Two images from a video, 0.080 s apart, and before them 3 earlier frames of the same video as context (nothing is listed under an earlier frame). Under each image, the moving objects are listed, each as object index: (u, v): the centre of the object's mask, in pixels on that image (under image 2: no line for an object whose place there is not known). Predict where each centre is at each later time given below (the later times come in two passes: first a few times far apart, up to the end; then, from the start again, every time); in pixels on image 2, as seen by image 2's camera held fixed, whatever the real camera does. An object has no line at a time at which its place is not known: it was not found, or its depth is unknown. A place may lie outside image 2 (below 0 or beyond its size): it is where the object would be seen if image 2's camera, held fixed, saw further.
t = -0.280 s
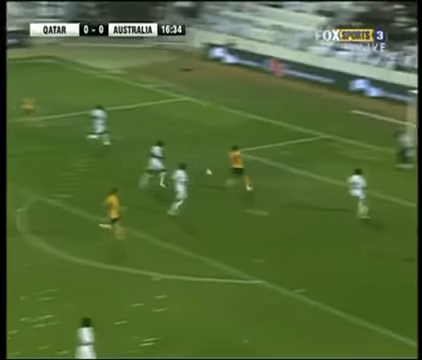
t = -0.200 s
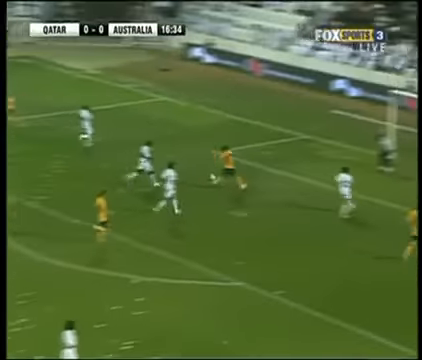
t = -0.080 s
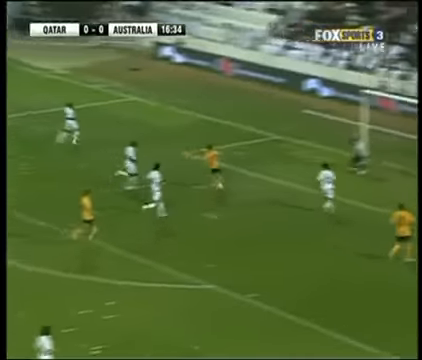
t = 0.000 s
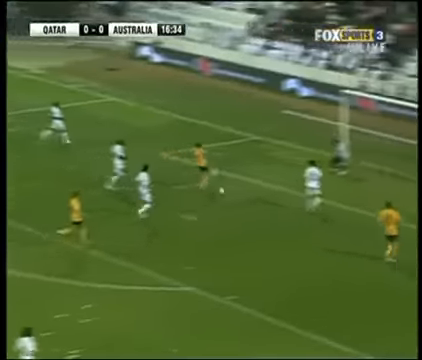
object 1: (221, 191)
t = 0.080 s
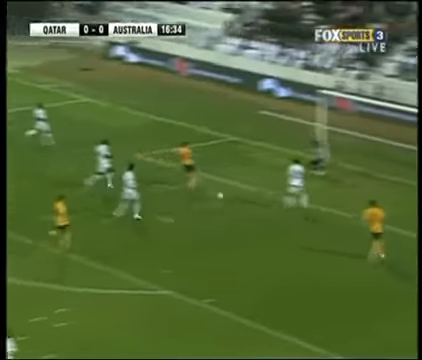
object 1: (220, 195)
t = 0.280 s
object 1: (270, 204)
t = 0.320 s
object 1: (279, 206)
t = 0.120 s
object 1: (230, 198)
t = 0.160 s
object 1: (241, 200)
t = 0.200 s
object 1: (251, 202)
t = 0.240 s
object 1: (261, 203)
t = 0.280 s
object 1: (270, 204)
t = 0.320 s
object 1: (279, 206)
